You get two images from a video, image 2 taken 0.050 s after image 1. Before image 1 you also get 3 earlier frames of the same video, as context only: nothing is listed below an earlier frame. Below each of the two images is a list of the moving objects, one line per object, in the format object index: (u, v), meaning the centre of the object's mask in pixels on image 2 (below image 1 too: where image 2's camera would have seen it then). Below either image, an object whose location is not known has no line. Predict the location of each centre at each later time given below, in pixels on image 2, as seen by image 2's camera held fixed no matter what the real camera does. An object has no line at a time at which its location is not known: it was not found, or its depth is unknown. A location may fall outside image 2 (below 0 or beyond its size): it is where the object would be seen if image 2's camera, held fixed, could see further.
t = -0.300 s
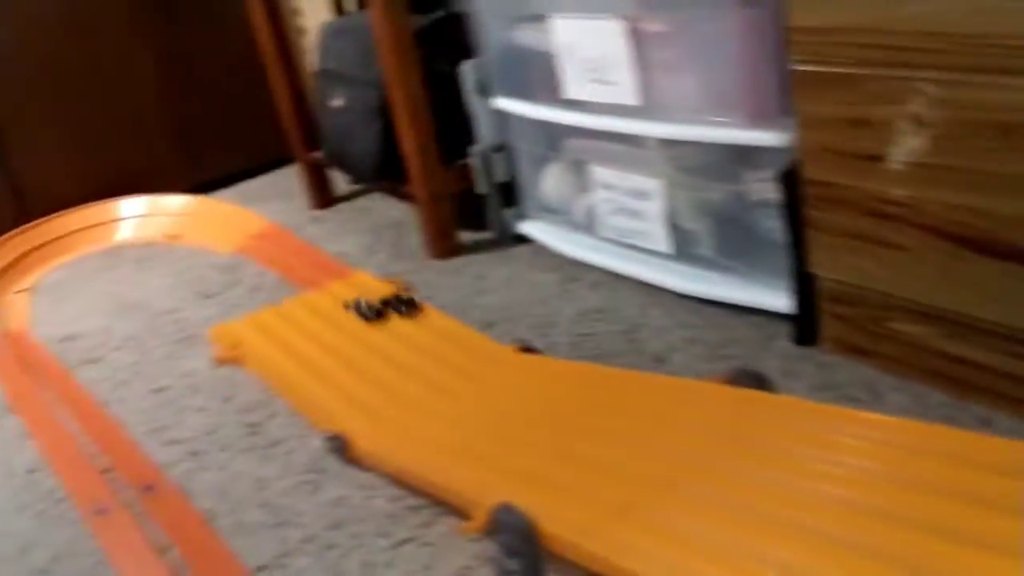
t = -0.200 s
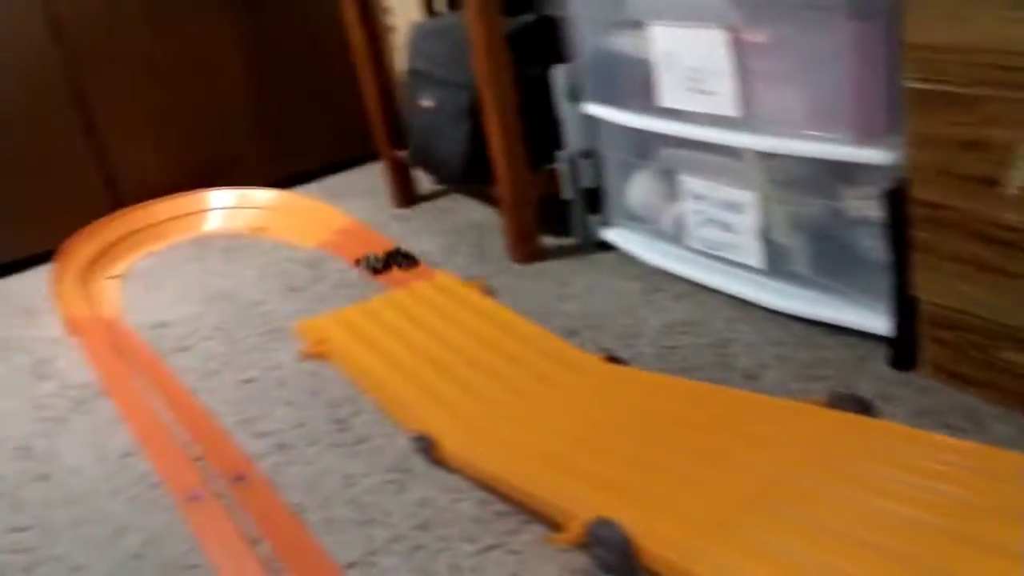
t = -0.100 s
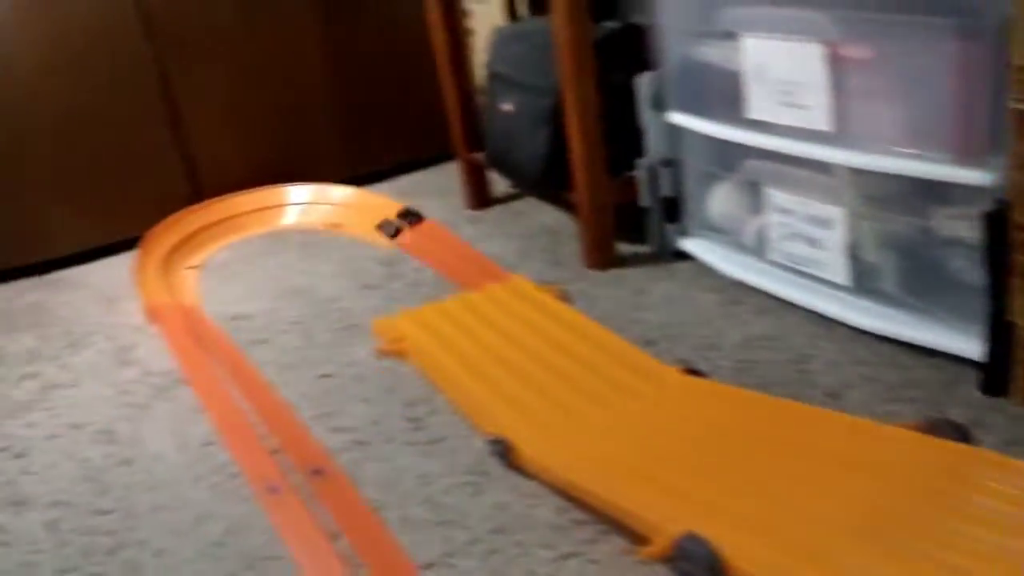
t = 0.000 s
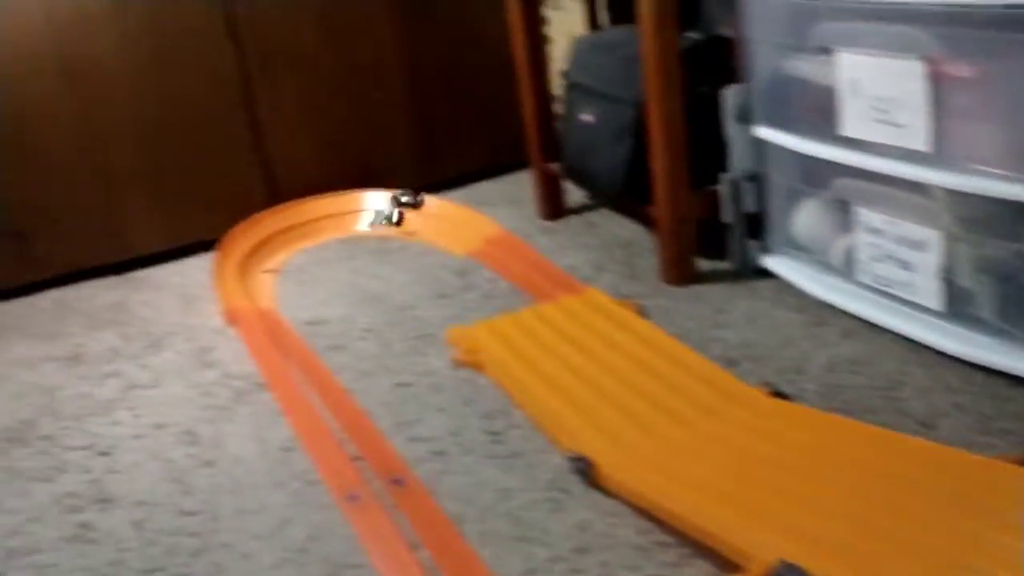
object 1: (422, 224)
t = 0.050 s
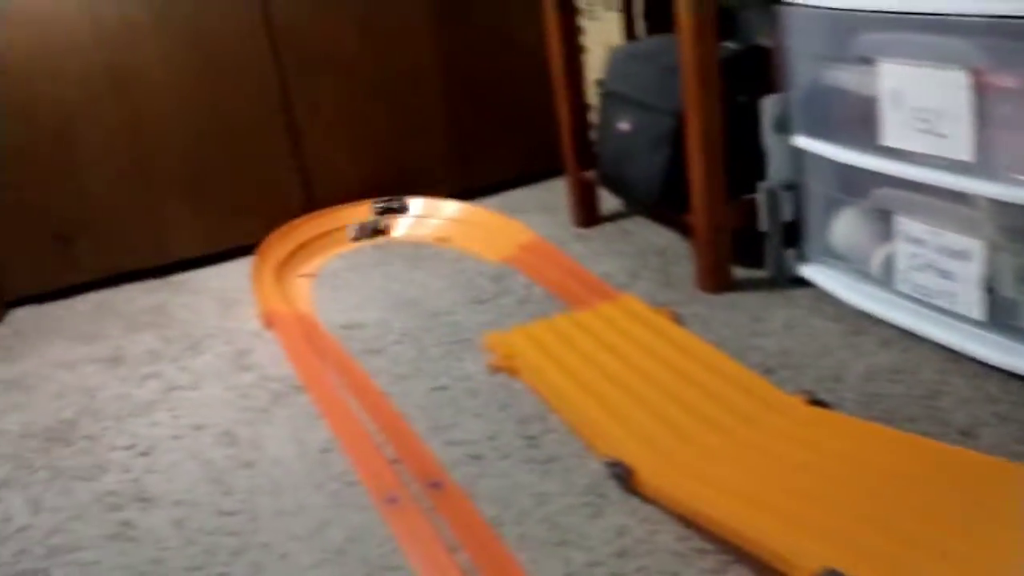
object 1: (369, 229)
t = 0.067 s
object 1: (349, 234)
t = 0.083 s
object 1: (334, 239)
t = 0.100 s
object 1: (319, 245)
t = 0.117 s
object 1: (308, 250)
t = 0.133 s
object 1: (299, 256)
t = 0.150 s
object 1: (291, 263)
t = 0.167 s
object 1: (286, 269)
